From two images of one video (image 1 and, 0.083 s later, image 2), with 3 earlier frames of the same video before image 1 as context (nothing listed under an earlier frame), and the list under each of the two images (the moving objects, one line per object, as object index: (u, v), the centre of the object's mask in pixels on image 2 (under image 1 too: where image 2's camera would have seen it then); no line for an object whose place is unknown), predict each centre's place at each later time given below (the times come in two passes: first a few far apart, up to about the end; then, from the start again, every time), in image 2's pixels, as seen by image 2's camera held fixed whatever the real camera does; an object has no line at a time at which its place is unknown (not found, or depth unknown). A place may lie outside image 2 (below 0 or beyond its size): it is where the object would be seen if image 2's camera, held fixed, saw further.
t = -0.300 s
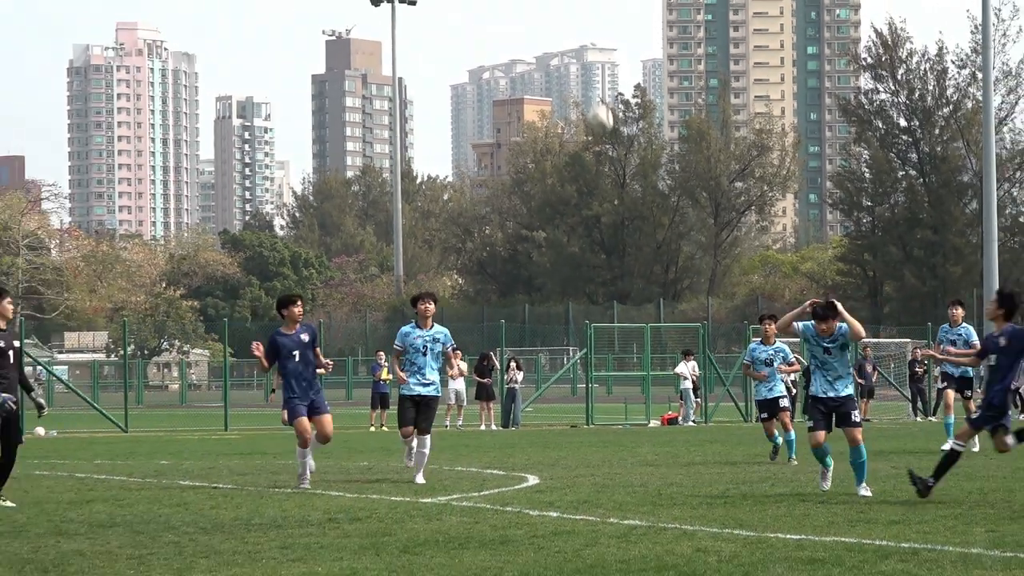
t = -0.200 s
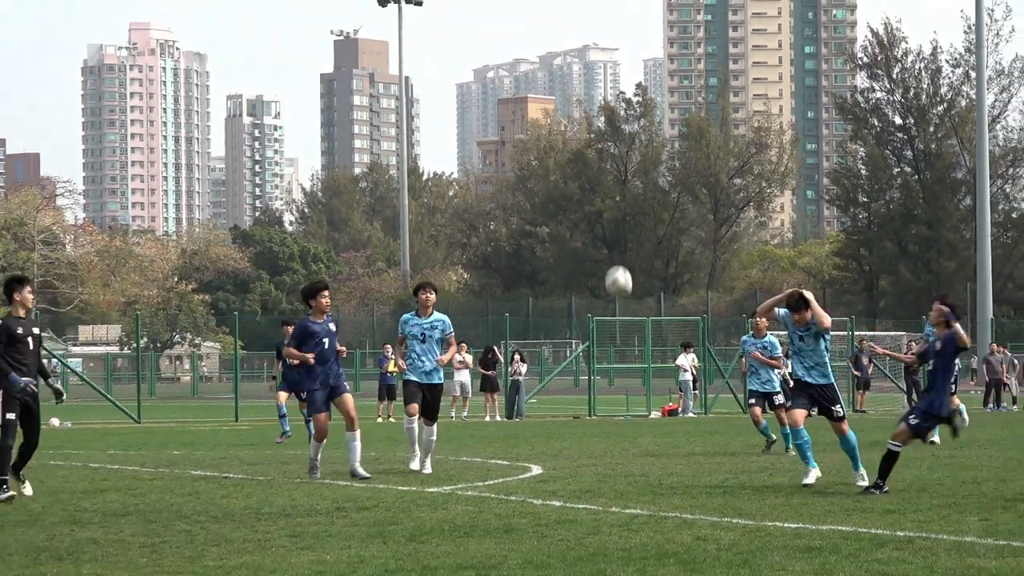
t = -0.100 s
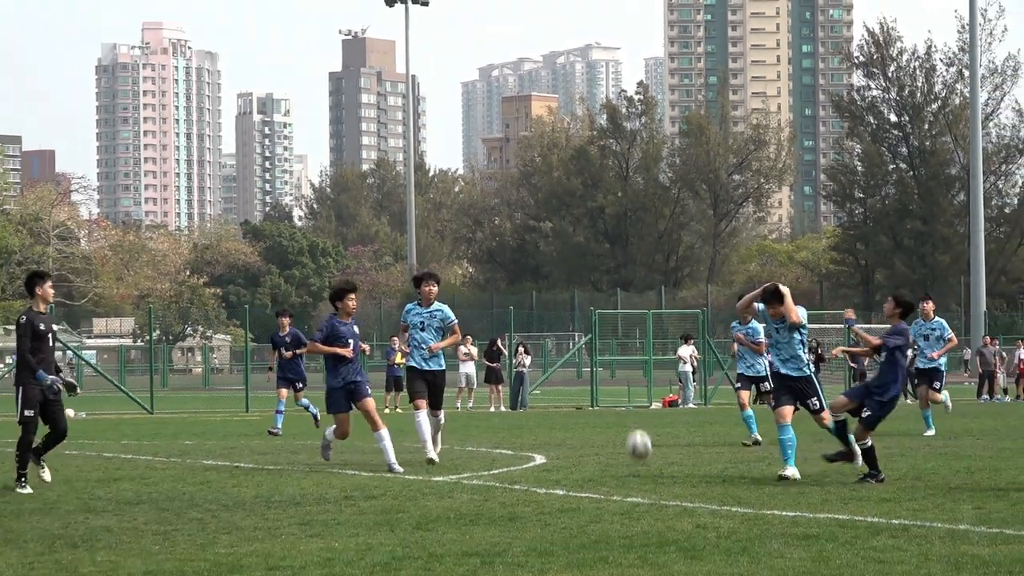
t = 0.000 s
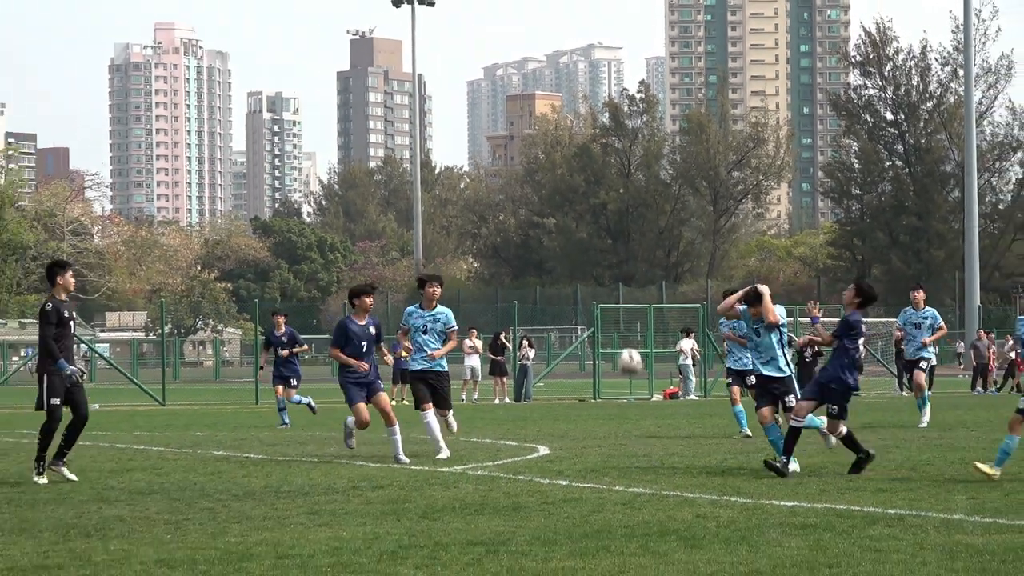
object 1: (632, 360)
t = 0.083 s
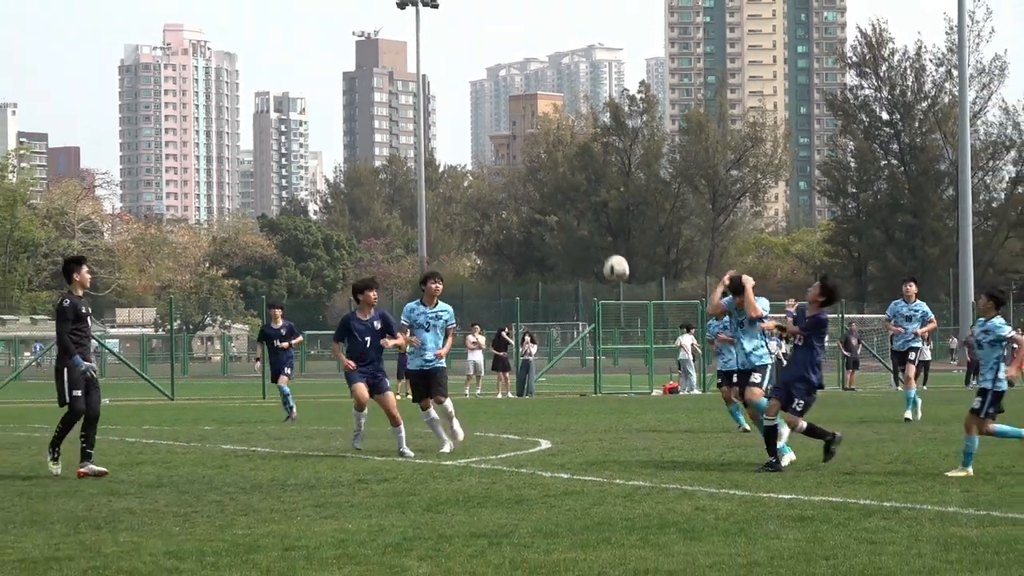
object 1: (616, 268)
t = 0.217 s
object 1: (591, 142)
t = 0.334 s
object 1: (567, 53)
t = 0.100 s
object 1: (612, 252)
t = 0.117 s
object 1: (610, 235)
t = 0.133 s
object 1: (606, 218)
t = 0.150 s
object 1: (603, 203)
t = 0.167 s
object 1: (600, 186)
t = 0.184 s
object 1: (597, 172)
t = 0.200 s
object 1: (594, 156)
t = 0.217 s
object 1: (591, 142)
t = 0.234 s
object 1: (587, 129)
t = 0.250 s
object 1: (584, 116)
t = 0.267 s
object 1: (581, 103)
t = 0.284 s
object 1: (578, 91)
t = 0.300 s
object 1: (573, 78)
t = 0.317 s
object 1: (570, 66)
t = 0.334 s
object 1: (567, 53)
